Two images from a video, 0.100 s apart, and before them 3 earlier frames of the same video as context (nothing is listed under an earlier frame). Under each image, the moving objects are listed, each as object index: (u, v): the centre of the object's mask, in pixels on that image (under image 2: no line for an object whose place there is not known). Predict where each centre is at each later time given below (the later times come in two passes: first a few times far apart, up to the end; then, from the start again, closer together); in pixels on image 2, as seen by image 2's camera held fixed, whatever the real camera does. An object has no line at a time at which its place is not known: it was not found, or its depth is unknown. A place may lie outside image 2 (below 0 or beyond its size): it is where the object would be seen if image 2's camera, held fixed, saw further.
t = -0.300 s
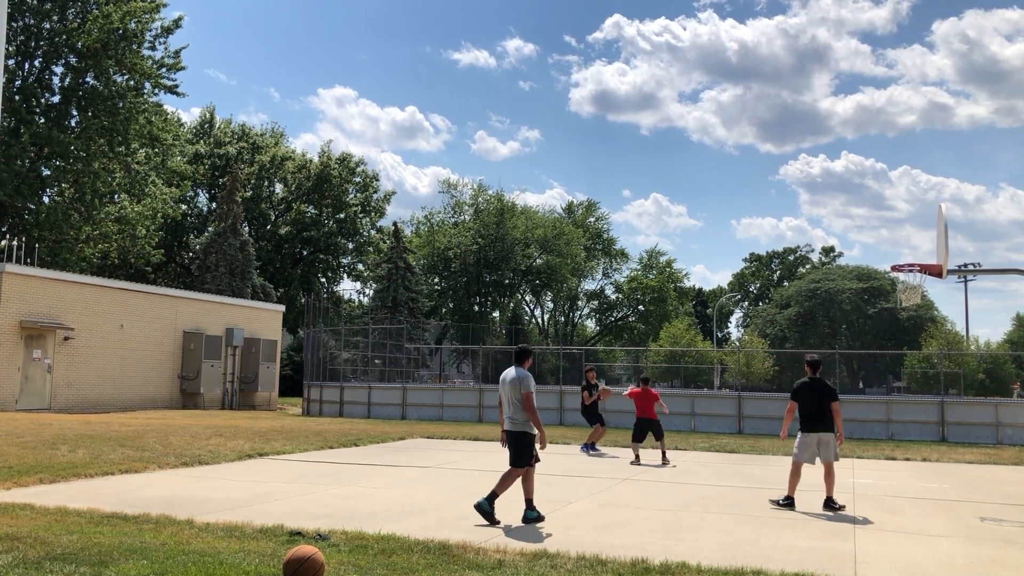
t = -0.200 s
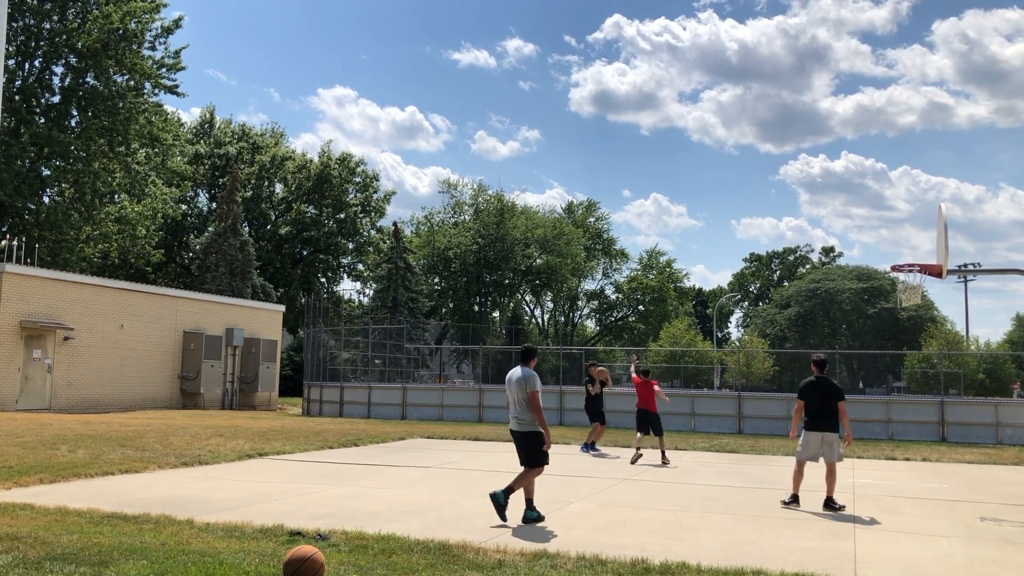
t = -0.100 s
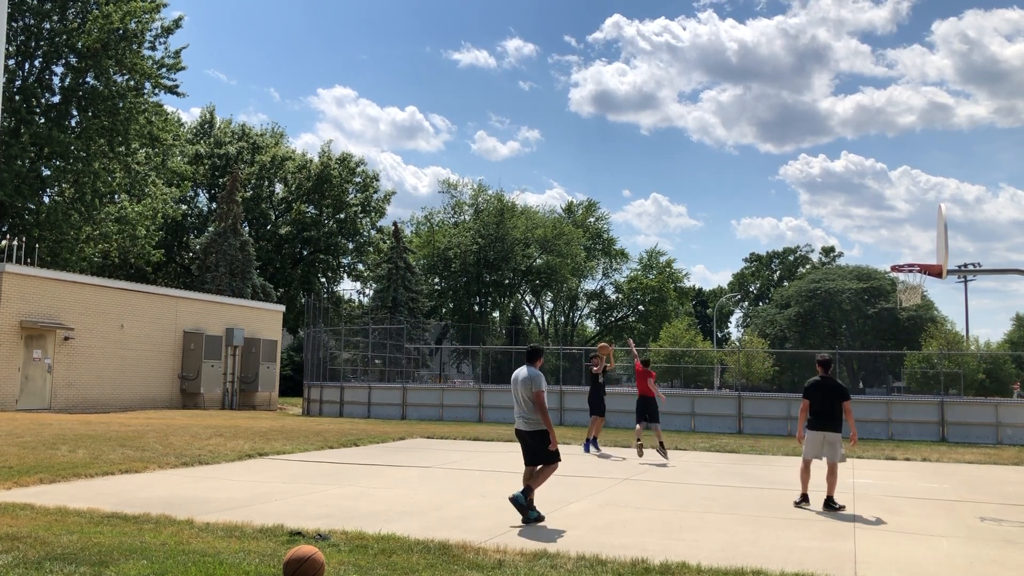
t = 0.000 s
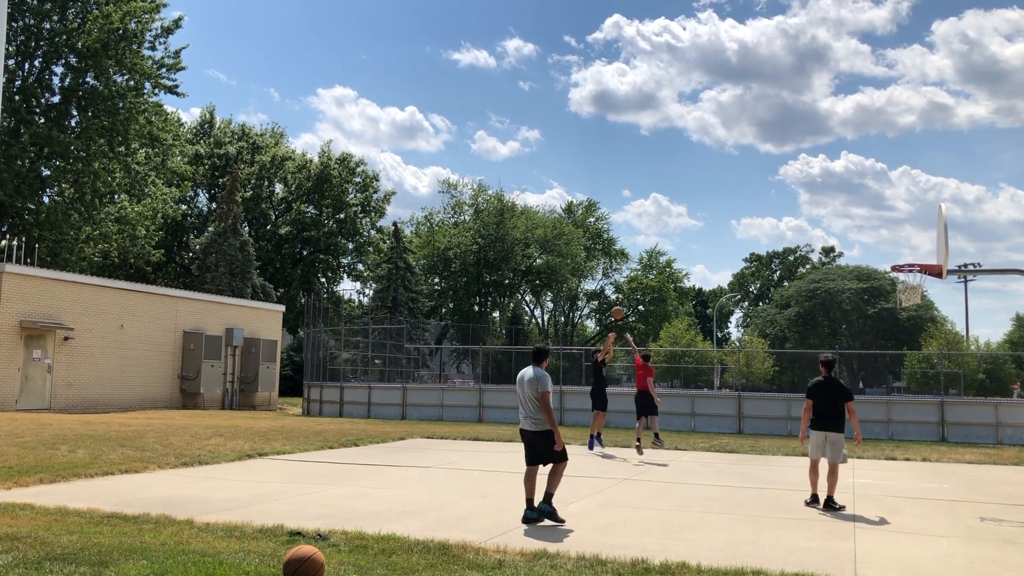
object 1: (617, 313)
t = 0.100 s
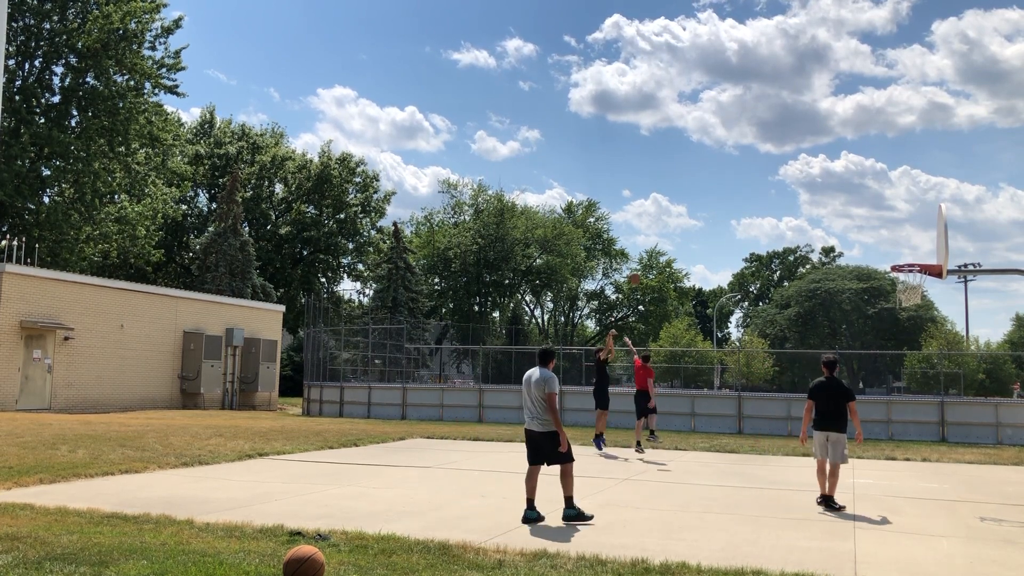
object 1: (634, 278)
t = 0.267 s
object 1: (663, 230)
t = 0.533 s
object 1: (714, 180)
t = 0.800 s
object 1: (771, 166)
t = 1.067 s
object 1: (837, 197)
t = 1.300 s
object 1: (902, 259)
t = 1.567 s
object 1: (906, 237)
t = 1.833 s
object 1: (894, 251)
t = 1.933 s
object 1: (890, 267)
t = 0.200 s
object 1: (651, 249)
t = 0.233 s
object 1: (657, 239)
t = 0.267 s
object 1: (663, 230)
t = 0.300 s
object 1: (669, 222)
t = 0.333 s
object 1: (675, 214)
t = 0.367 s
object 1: (682, 207)
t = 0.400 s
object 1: (688, 201)
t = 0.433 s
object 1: (694, 194)
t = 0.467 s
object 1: (701, 189)
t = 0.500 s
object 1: (707, 184)
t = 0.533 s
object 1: (714, 180)
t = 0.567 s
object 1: (721, 176)
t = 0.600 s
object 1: (728, 173)
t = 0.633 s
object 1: (734, 170)
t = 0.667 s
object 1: (742, 168)
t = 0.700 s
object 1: (749, 166)
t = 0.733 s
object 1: (756, 165)
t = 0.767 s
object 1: (764, 165)
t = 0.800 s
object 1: (771, 166)
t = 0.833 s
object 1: (779, 167)
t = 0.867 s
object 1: (787, 169)
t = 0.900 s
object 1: (794, 172)
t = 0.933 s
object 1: (803, 175)
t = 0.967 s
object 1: (811, 179)
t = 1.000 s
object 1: (819, 185)
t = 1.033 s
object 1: (828, 190)
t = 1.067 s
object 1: (837, 197)
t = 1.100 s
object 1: (846, 205)
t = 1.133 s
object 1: (855, 213)
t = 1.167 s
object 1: (864, 222)
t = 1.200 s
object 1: (874, 233)
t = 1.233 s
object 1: (883, 244)
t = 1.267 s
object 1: (893, 257)
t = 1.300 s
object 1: (902, 259)
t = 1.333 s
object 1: (913, 261)
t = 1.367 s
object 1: (917, 259)
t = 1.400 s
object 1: (915, 253)
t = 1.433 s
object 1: (913, 248)
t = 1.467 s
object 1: (911, 244)
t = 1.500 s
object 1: (910, 241)
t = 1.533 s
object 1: (908, 238)
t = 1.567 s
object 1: (906, 237)
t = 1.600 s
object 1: (905, 236)
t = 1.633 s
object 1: (903, 236)
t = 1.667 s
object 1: (902, 237)
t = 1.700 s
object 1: (900, 238)
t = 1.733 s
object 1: (899, 240)
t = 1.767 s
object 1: (897, 243)
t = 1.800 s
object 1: (896, 246)
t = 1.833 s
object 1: (894, 251)
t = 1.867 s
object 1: (893, 256)
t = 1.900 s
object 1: (891, 261)
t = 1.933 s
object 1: (890, 267)
